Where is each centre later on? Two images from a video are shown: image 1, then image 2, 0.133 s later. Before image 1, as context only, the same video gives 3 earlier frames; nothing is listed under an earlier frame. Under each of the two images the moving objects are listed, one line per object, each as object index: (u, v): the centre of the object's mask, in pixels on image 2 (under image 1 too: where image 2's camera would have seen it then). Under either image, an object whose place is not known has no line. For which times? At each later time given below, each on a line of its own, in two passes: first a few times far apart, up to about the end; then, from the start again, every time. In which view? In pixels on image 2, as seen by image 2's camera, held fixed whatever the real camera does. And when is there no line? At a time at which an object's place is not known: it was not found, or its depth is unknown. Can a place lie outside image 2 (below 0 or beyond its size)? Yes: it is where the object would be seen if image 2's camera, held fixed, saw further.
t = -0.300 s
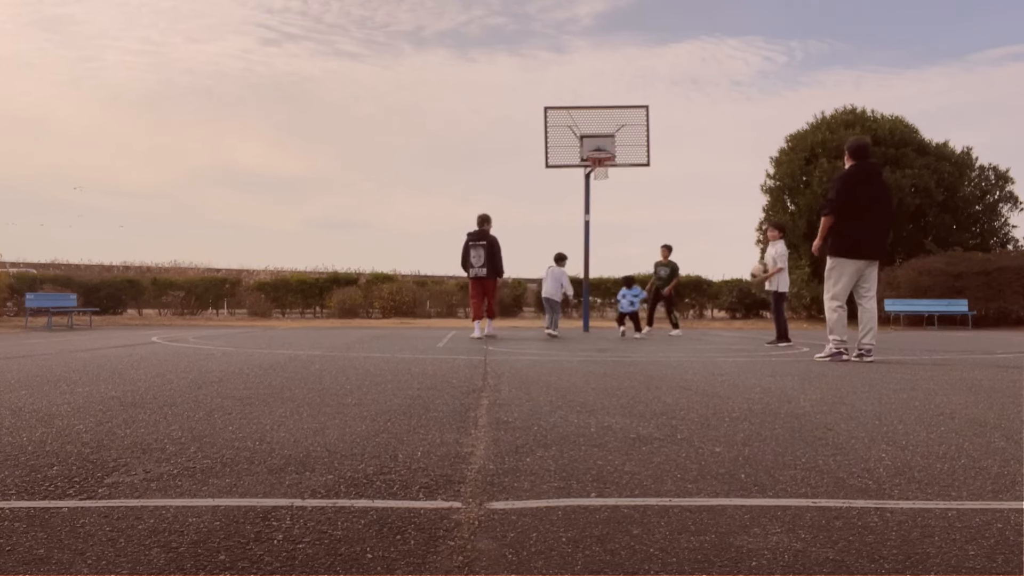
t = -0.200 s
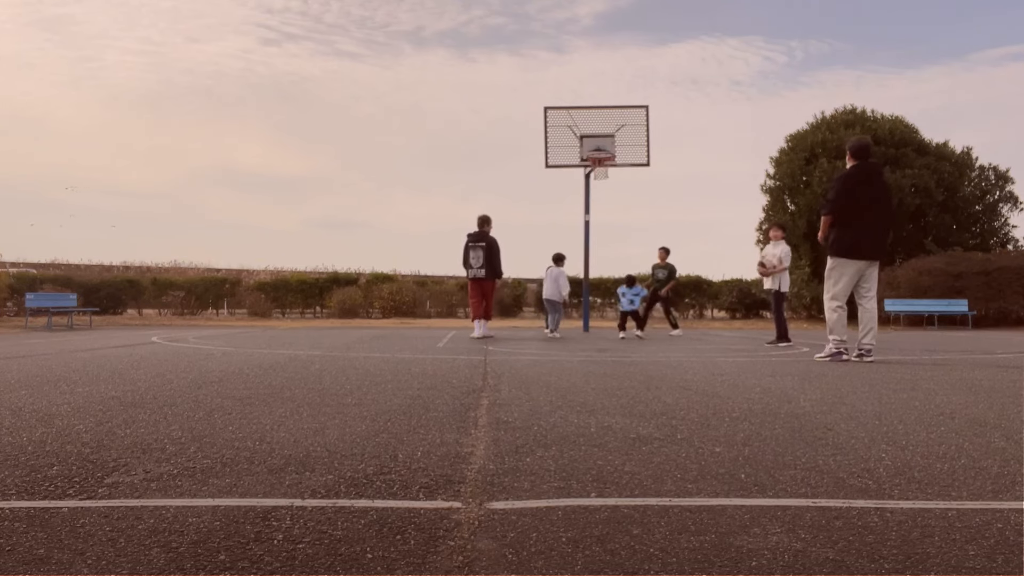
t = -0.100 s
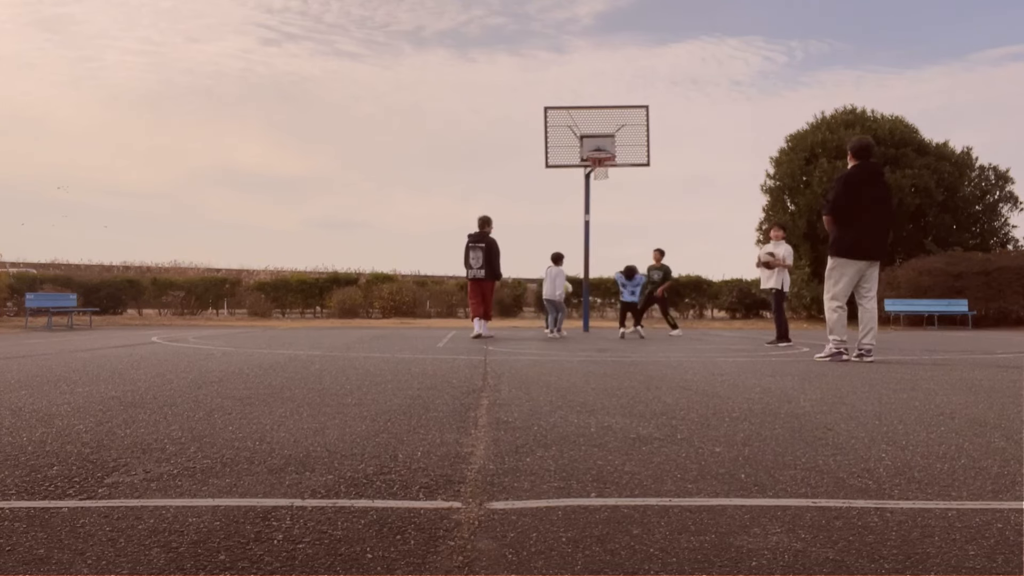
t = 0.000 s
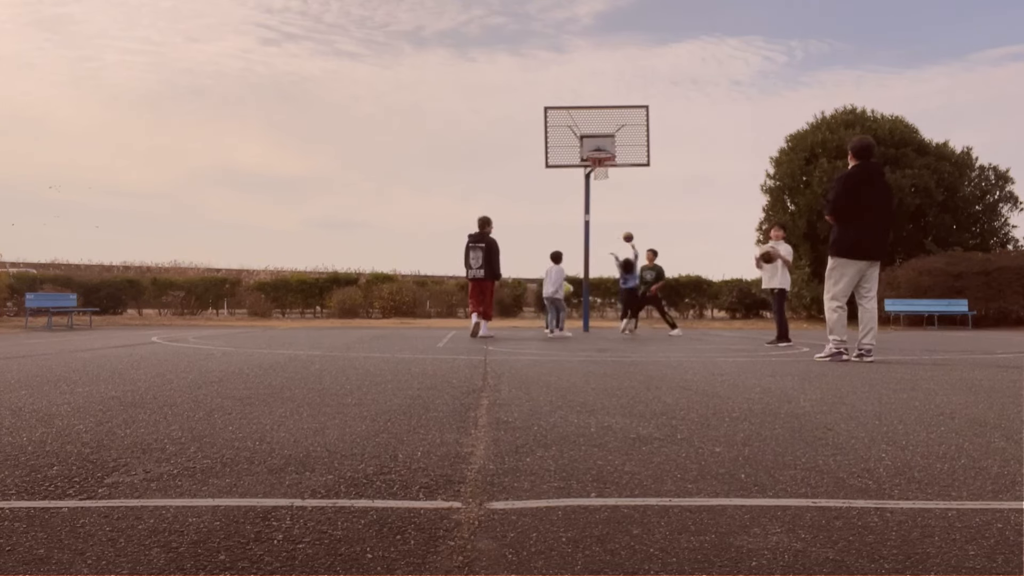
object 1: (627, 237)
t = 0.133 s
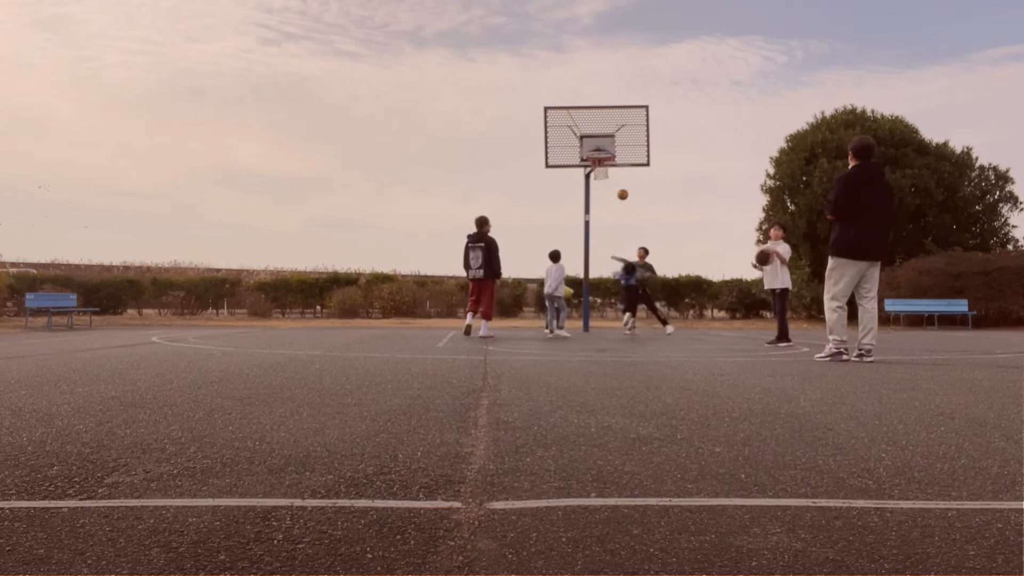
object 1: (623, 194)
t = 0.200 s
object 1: (620, 178)
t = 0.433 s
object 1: (616, 145)
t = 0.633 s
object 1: (621, 147)
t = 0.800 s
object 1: (625, 167)
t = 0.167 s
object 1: (621, 186)
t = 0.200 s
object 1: (620, 178)
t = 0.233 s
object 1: (619, 171)
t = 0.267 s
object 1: (618, 165)
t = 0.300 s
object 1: (617, 159)
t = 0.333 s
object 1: (616, 153)
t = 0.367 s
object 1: (615, 150)
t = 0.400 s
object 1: (615, 147)
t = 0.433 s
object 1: (616, 145)
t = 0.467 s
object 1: (617, 144)
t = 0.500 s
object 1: (618, 143)
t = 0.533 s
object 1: (618, 143)
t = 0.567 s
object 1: (619, 143)
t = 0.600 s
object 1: (620, 145)
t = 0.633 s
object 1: (621, 147)
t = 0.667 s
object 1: (622, 150)
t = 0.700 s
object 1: (623, 153)
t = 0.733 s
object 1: (624, 157)
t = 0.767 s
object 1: (625, 161)
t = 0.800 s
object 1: (625, 167)
